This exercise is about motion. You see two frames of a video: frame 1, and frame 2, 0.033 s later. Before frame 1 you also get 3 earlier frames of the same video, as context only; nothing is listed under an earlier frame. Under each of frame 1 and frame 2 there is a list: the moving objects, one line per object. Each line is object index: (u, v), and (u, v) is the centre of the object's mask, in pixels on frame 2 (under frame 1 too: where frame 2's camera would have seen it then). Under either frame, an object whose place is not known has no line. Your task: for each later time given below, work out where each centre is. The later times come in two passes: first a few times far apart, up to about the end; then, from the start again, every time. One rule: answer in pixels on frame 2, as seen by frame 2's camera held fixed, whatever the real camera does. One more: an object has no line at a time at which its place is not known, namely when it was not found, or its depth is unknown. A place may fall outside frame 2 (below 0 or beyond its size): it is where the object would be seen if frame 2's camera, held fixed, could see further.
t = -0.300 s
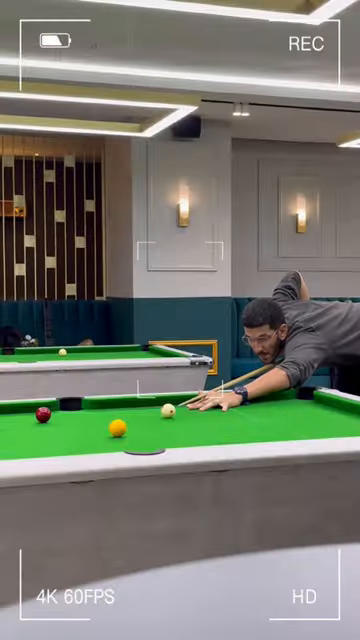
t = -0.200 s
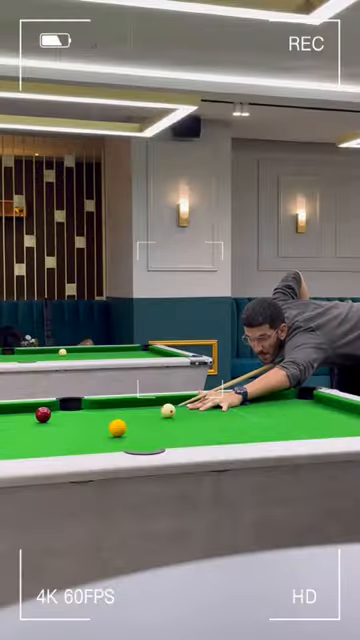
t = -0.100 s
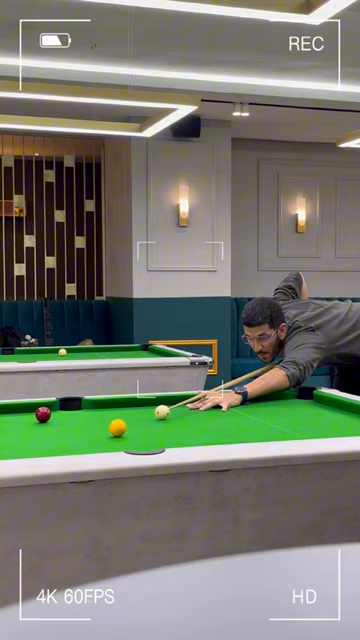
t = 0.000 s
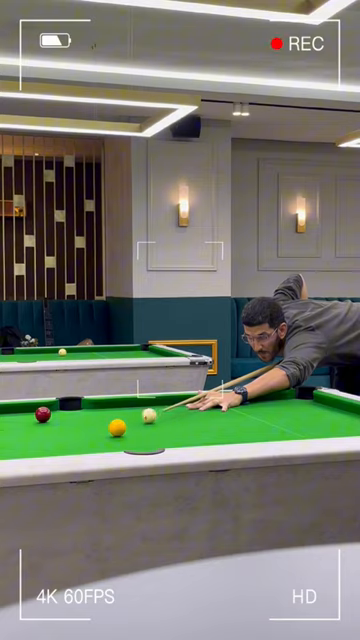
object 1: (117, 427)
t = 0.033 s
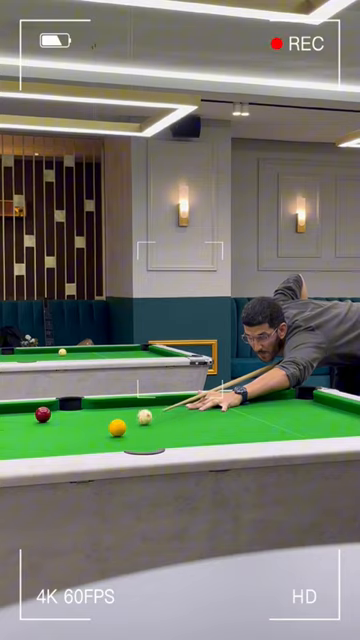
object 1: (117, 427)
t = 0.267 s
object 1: (117, 428)
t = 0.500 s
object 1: (118, 433)
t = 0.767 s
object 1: (121, 438)
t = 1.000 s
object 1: (123, 442)
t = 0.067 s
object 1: (117, 427)
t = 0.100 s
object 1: (117, 427)
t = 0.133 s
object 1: (117, 427)
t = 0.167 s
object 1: (117, 427)
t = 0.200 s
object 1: (117, 427)
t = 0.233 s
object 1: (117, 427)
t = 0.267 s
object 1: (117, 428)
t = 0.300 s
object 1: (117, 428)
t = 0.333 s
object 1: (117, 429)
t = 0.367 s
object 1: (118, 429)
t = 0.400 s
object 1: (118, 430)
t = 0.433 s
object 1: (118, 431)
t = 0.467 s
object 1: (118, 432)
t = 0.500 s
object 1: (118, 433)
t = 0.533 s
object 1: (119, 433)
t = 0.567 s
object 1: (119, 435)
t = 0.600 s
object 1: (119, 435)
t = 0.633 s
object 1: (120, 436)
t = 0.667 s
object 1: (120, 437)
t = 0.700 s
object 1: (120, 437)
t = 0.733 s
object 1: (121, 438)
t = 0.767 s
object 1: (121, 438)
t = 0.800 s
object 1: (121, 439)
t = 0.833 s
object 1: (121, 440)
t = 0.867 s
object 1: (122, 440)
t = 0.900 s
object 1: (122, 441)
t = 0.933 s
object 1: (122, 441)
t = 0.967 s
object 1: (123, 441)
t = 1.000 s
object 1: (123, 442)
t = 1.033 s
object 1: (123, 442)
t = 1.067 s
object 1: (123, 442)
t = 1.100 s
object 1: (124, 443)
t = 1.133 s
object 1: (124, 443)
